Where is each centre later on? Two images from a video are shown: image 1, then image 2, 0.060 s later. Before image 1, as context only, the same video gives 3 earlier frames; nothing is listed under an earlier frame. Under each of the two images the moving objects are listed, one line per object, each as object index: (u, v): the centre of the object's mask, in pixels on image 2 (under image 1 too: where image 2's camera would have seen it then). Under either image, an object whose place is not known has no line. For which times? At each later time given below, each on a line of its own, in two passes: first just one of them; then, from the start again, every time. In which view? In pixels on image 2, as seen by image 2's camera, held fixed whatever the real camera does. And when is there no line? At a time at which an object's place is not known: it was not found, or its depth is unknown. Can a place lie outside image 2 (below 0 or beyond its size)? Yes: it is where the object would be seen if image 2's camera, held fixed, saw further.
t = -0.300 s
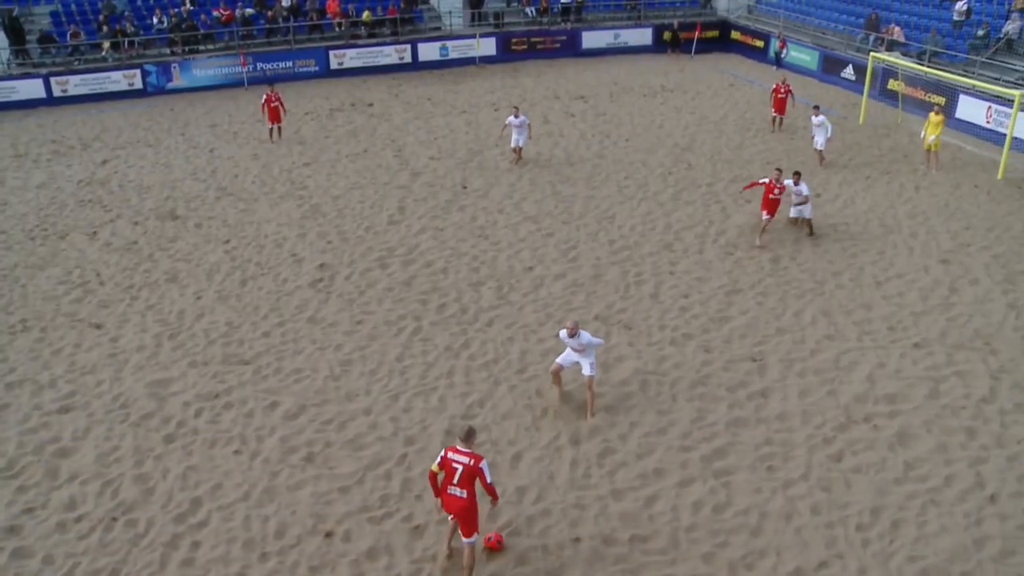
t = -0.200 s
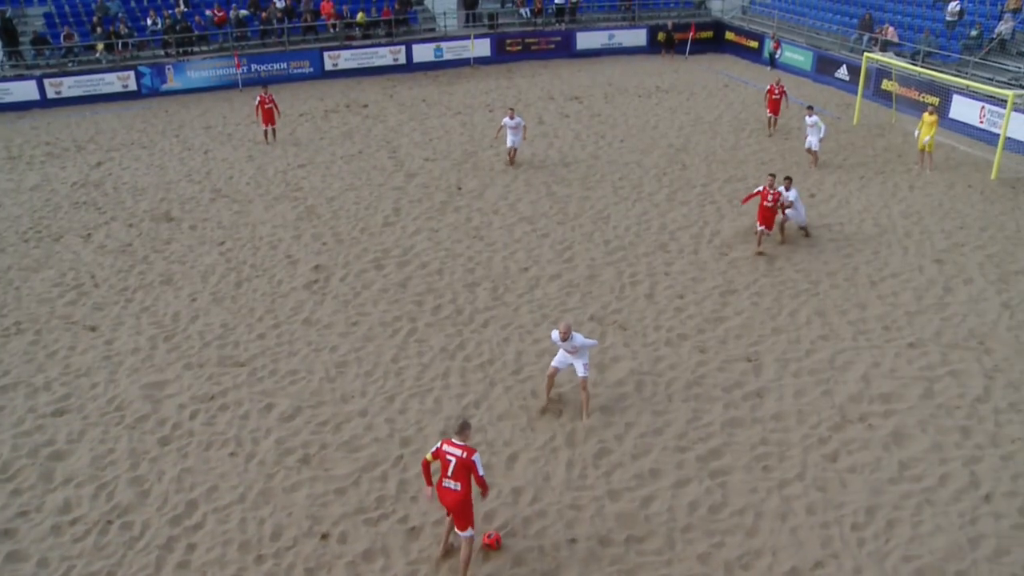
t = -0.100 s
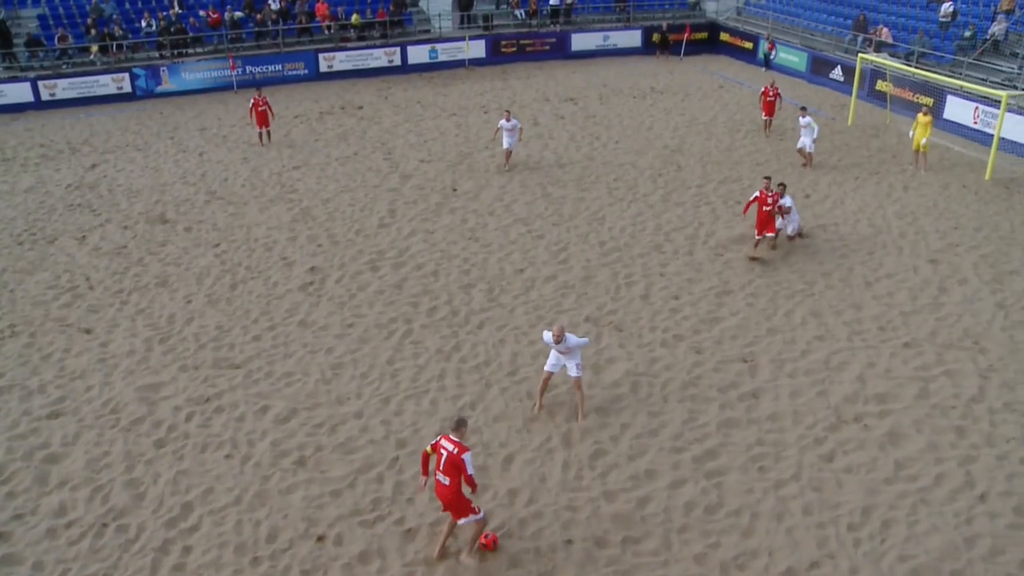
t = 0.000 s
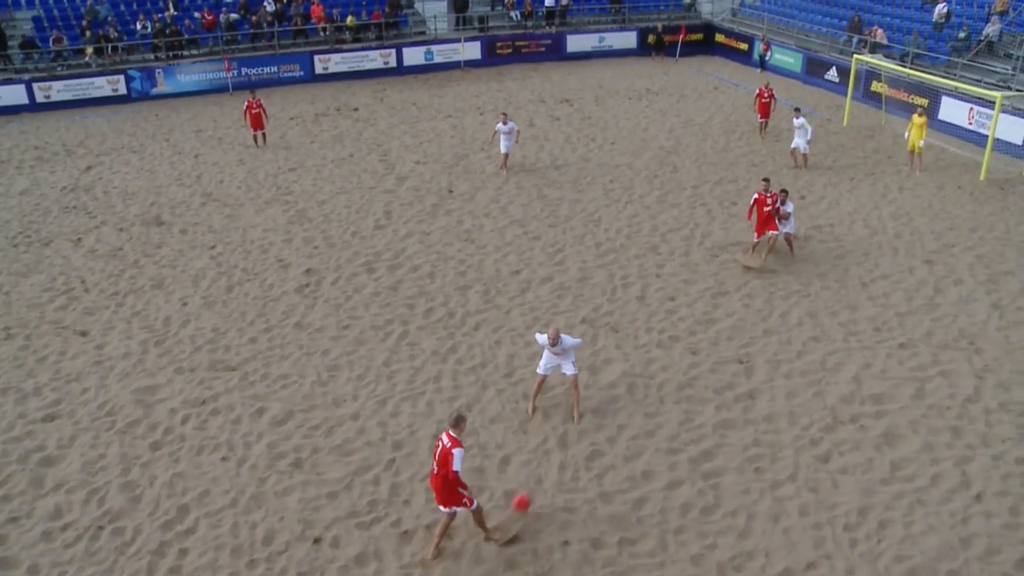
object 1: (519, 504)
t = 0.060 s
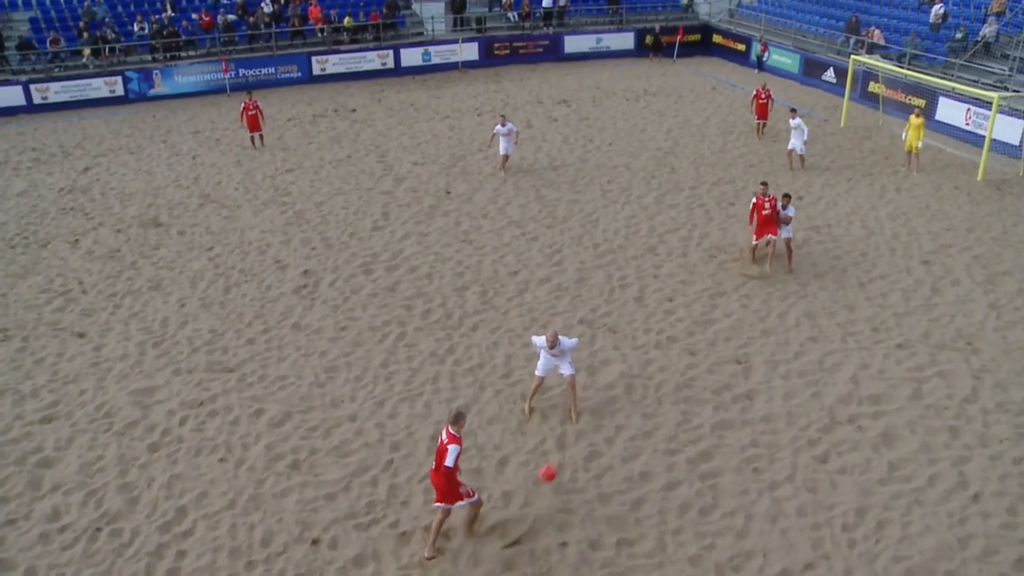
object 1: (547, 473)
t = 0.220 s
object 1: (614, 415)
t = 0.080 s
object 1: (557, 465)
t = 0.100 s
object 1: (566, 456)
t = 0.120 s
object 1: (574, 449)
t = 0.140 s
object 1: (583, 440)
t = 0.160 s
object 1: (590, 433)
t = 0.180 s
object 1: (599, 427)
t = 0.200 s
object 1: (606, 421)
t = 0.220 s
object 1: (614, 415)
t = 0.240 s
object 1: (621, 410)
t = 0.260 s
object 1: (628, 405)
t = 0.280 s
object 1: (635, 400)
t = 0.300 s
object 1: (641, 396)
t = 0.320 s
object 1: (647, 393)
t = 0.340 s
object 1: (654, 389)
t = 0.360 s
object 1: (659, 384)
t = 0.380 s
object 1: (664, 381)
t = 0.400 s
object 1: (667, 375)
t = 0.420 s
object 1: (669, 369)
